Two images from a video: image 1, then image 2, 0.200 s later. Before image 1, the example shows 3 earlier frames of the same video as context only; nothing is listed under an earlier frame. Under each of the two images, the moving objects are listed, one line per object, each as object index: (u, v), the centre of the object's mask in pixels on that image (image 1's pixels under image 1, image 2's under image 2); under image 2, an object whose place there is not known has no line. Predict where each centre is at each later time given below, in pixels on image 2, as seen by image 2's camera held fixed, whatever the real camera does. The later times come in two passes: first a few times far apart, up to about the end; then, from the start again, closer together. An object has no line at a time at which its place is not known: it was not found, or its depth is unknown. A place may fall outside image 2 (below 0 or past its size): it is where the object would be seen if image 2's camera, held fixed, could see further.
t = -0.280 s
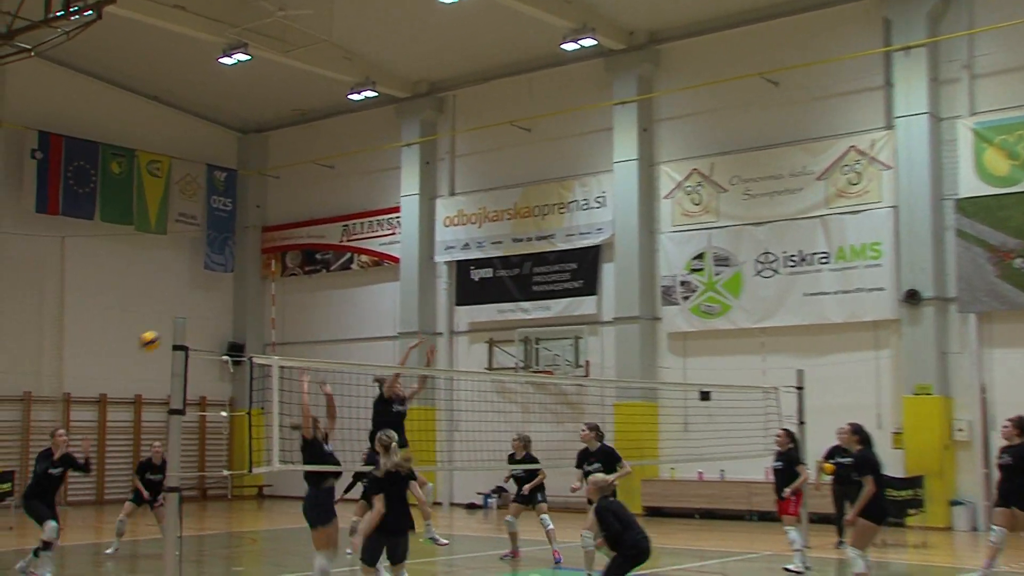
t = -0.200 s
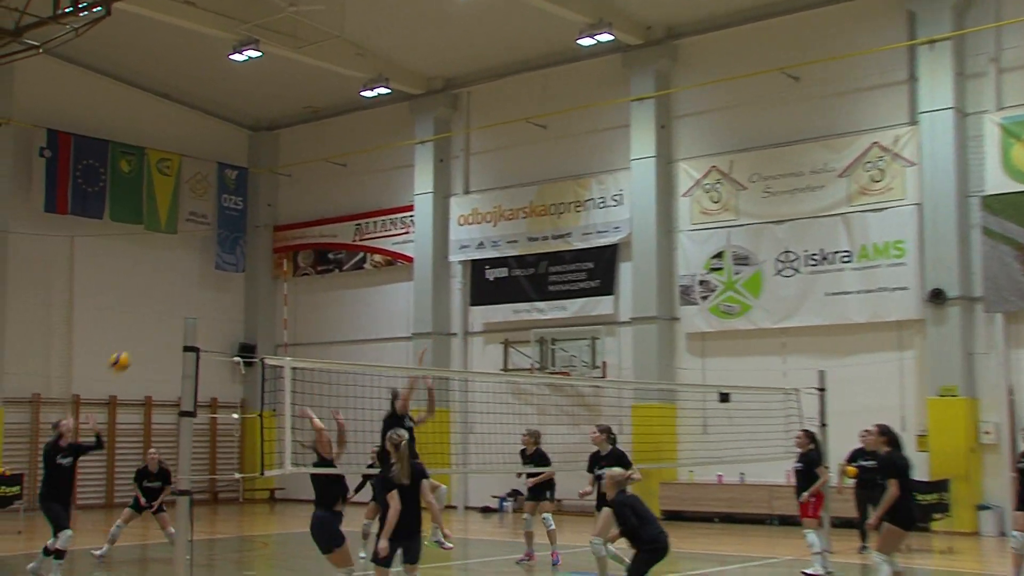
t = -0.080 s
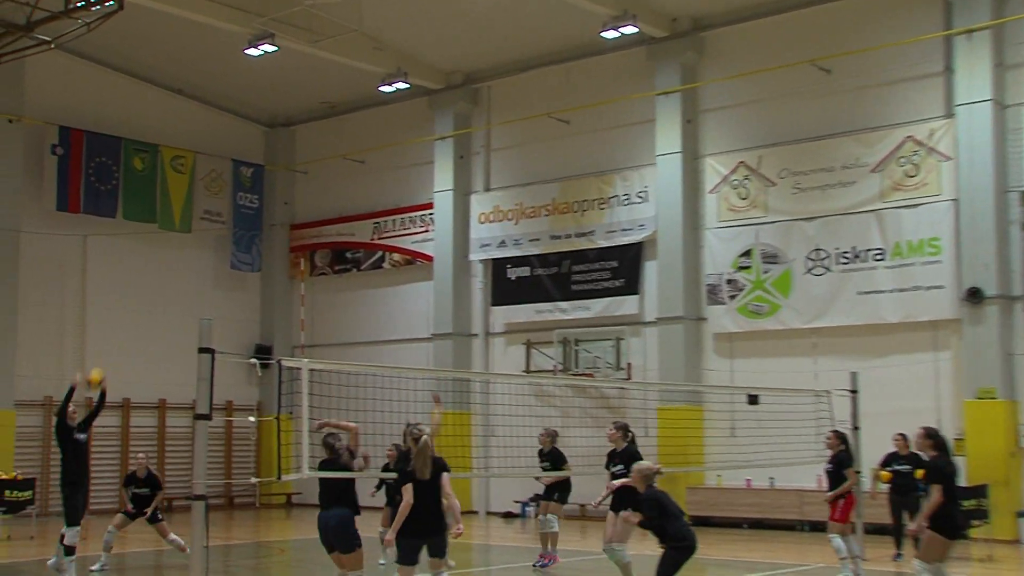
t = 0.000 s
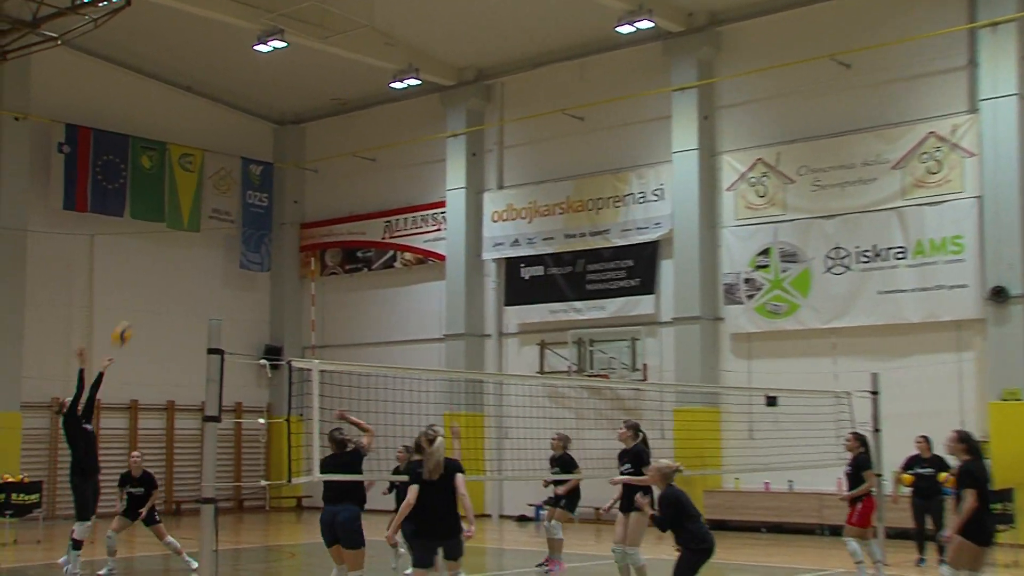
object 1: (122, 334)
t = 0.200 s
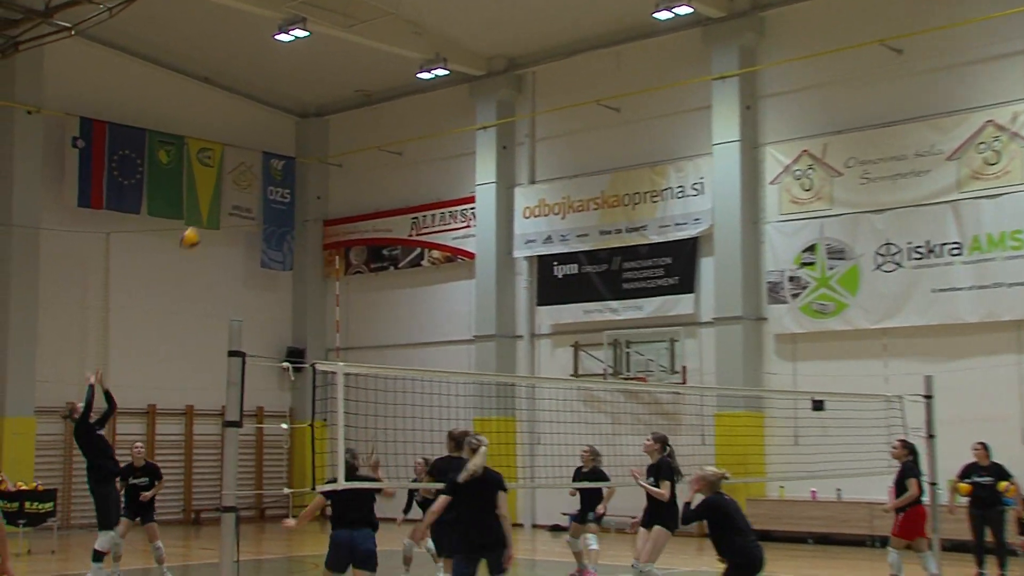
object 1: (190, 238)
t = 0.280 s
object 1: (209, 211)
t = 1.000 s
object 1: (397, 245)
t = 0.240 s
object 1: (201, 223)
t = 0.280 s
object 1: (209, 211)
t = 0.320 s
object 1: (220, 199)
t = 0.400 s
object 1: (238, 178)
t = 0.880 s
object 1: (367, 201)
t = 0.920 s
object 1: (377, 213)
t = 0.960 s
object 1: (386, 228)
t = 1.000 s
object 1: (397, 245)
